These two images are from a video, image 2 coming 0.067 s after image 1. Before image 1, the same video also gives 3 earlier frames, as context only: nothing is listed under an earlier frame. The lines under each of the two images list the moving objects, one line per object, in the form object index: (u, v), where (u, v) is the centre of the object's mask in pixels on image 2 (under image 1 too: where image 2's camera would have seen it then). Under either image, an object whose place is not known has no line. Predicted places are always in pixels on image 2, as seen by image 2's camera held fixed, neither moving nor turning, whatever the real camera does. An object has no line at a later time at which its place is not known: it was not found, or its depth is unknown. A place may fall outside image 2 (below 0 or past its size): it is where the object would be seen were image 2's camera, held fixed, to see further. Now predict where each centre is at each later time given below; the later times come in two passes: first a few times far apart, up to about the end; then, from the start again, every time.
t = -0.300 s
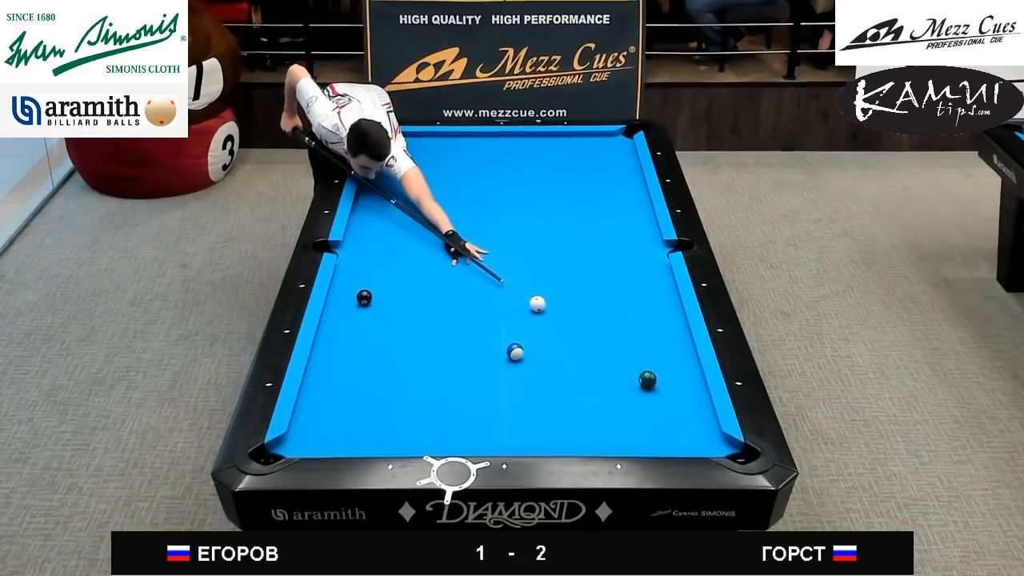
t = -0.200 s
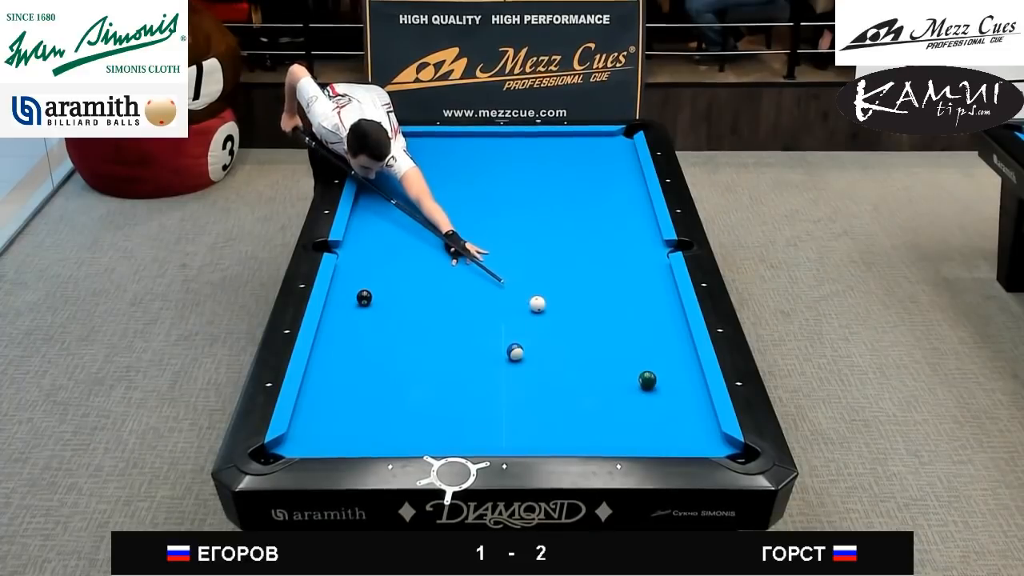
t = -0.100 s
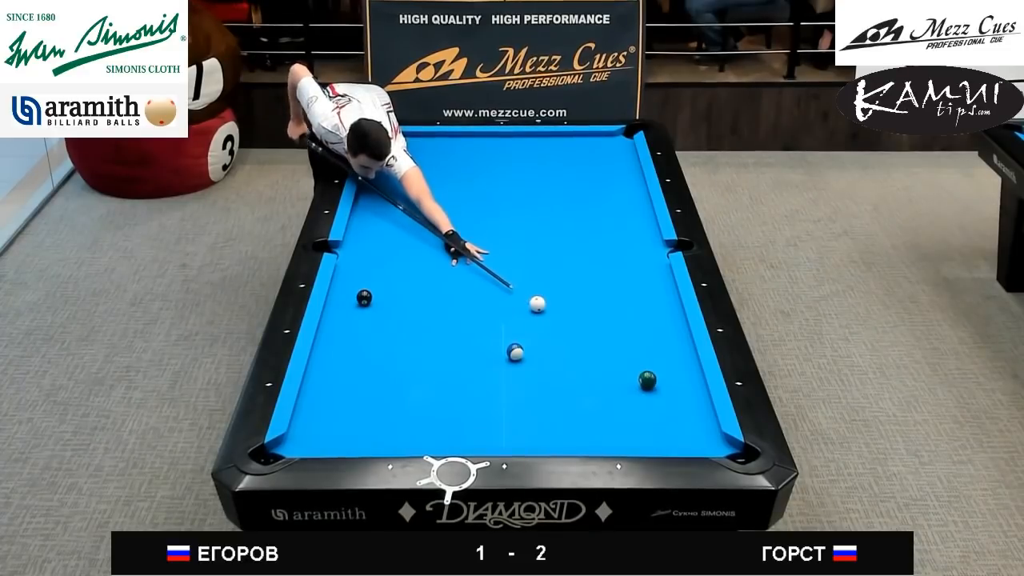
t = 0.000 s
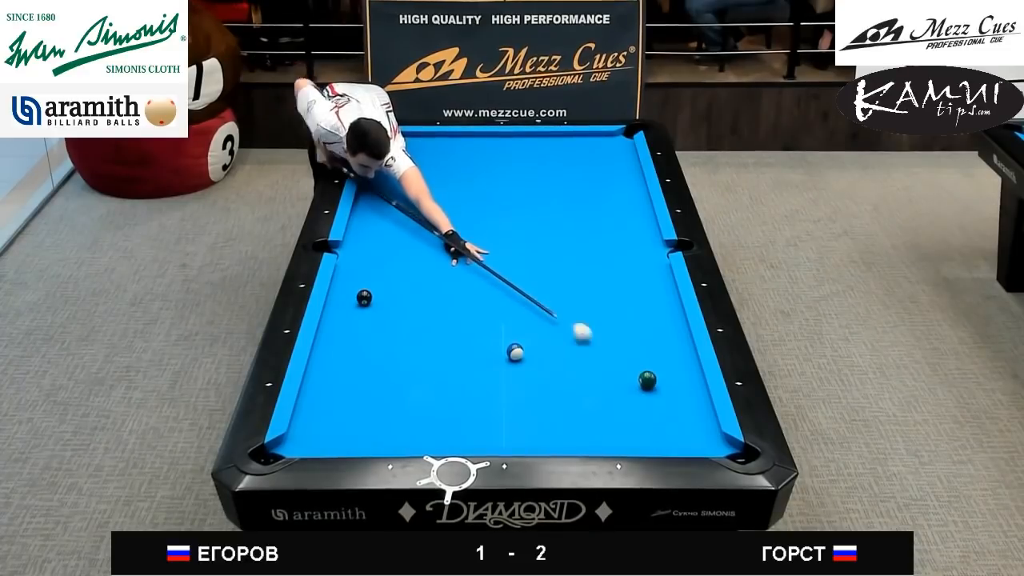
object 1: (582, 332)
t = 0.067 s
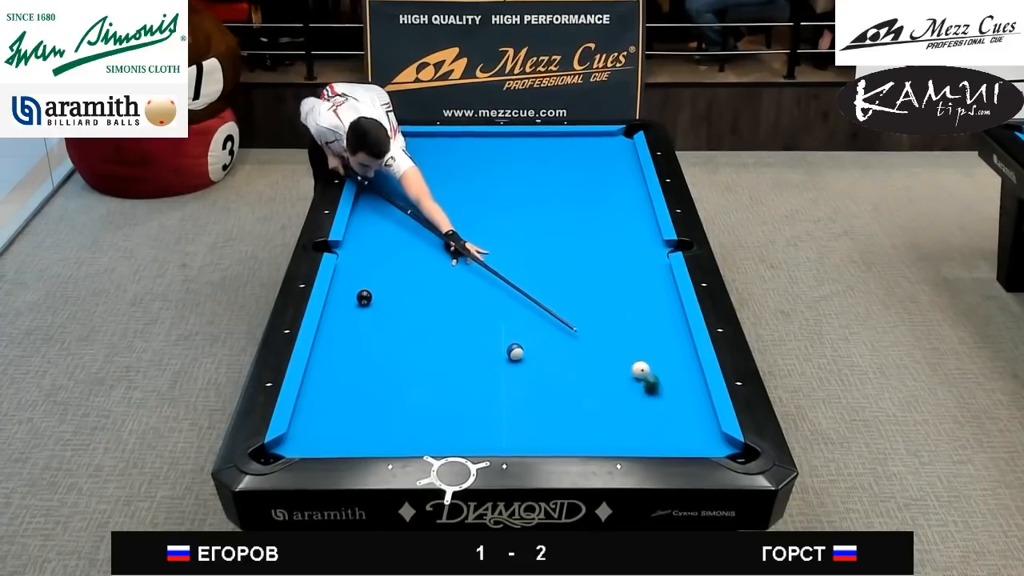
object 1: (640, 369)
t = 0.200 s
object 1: (675, 364)
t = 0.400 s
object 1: (673, 352)
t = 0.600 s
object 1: (648, 340)
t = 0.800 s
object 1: (624, 329)
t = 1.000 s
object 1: (602, 318)
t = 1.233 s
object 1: (578, 307)
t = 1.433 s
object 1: (559, 297)
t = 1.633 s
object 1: (540, 290)
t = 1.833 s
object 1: (523, 281)
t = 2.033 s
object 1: (507, 274)
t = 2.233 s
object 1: (493, 267)
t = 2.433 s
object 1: (479, 261)
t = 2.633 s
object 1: (466, 255)
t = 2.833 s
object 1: (454, 249)
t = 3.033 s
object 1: (442, 244)
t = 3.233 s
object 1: (431, 239)
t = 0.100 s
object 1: (650, 368)
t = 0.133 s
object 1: (659, 367)
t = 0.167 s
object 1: (668, 365)
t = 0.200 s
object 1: (675, 364)
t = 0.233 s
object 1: (682, 362)
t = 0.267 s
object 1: (689, 361)
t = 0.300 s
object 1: (688, 359)
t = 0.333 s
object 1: (682, 356)
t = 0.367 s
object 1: (677, 355)
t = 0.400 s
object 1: (673, 352)
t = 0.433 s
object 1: (669, 350)
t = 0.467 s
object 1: (664, 348)
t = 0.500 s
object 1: (660, 346)
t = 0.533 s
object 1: (656, 344)
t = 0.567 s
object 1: (652, 342)
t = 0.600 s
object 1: (648, 340)
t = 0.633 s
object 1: (644, 338)
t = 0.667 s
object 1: (640, 336)
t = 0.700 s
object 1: (636, 334)
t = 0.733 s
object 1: (632, 332)
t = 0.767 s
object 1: (628, 331)
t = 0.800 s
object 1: (624, 329)
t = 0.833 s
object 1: (620, 327)
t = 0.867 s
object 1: (616, 325)
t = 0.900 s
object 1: (613, 323)
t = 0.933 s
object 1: (609, 322)
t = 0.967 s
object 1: (605, 320)
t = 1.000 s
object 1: (602, 318)
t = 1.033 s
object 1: (598, 317)
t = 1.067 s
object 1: (595, 315)
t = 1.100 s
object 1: (591, 313)
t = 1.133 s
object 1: (588, 312)
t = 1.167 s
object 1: (584, 310)
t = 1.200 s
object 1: (581, 308)
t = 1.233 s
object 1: (578, 307)
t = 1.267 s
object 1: (574, 305)
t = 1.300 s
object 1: (571, 304)
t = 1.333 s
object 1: (568, 302)
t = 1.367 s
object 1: (565, 301)
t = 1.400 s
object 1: (562, 299)
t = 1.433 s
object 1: (559, 297)
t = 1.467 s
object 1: (555, 296)
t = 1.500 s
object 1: (552, 295)
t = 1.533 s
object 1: (549, 293)
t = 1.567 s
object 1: (546, 292)
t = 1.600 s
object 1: (543, 290)
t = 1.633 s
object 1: (540, 290)
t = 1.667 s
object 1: (537, 288)
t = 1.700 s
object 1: (534, 287)
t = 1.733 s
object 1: (532, 285)
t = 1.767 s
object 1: (529, 284)
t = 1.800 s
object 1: (526, 282)
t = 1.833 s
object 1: (523, 281)
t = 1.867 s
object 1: (520, 280)
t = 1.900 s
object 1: (518, 279)
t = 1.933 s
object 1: (515, 277)
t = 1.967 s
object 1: (512, 276)
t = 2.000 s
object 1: (510, 275)
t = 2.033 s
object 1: (507, 274)
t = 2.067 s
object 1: (505, 273)
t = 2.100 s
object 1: (502, 272)
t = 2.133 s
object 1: (500, 271)
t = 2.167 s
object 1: (498, 269)
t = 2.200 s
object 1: (495, 268)
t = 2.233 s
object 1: (493, 267)
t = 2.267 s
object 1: (490, 266)
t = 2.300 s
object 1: (488, 265)
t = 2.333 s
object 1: (486, 264)
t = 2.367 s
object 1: (483, 263)
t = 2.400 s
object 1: (481, 262)
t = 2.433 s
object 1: (479, 261)
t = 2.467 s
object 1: (477, 260)
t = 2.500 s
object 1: (474, 259)
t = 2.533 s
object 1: (472, 258)
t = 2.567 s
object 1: (470, 257)
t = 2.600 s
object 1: (468, 256)
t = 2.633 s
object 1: (466, 255)
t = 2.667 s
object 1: (464, 254)
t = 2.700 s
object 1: (462, 253)
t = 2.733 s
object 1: (459, 252)
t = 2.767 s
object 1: (458, 251)
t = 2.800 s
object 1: (456, 250)
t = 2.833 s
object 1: (454, 249)
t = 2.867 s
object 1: (452, 248)
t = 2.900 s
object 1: (450, 247)
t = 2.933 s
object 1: (448, 247)
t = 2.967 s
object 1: (446, 246)
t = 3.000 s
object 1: (444, 245)
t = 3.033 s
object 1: (442, 244)
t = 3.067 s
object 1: (440, 243)
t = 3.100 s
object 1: (439, 242)
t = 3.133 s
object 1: (437, 242)
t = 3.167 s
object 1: (435, 241)
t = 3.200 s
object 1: (433, 240)
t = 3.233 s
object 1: (431, 239)
